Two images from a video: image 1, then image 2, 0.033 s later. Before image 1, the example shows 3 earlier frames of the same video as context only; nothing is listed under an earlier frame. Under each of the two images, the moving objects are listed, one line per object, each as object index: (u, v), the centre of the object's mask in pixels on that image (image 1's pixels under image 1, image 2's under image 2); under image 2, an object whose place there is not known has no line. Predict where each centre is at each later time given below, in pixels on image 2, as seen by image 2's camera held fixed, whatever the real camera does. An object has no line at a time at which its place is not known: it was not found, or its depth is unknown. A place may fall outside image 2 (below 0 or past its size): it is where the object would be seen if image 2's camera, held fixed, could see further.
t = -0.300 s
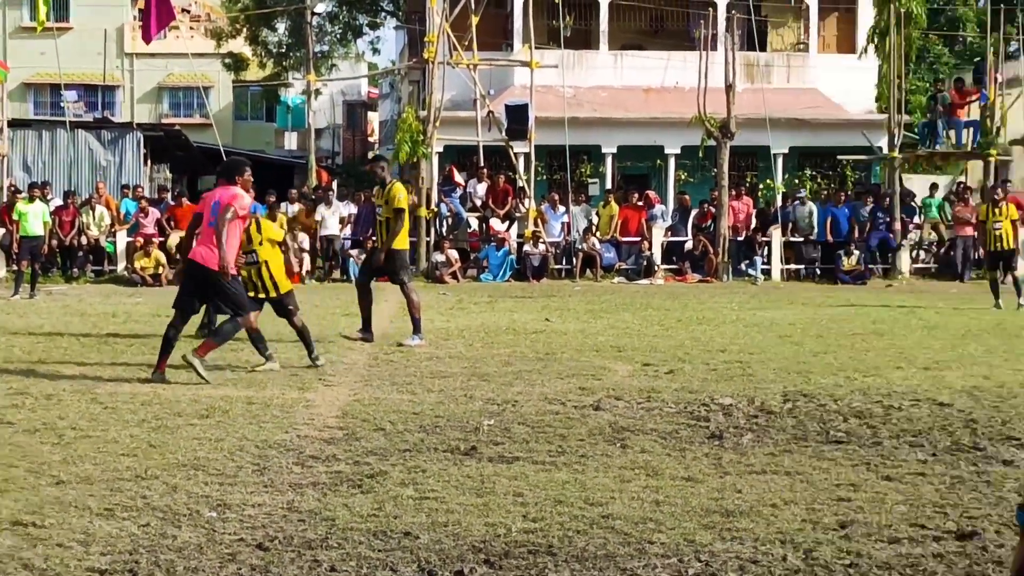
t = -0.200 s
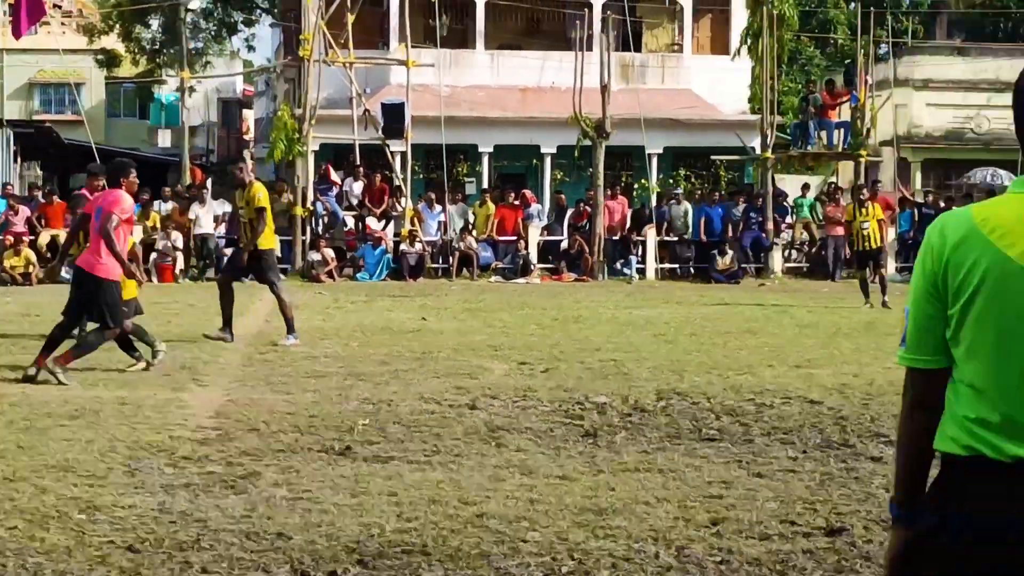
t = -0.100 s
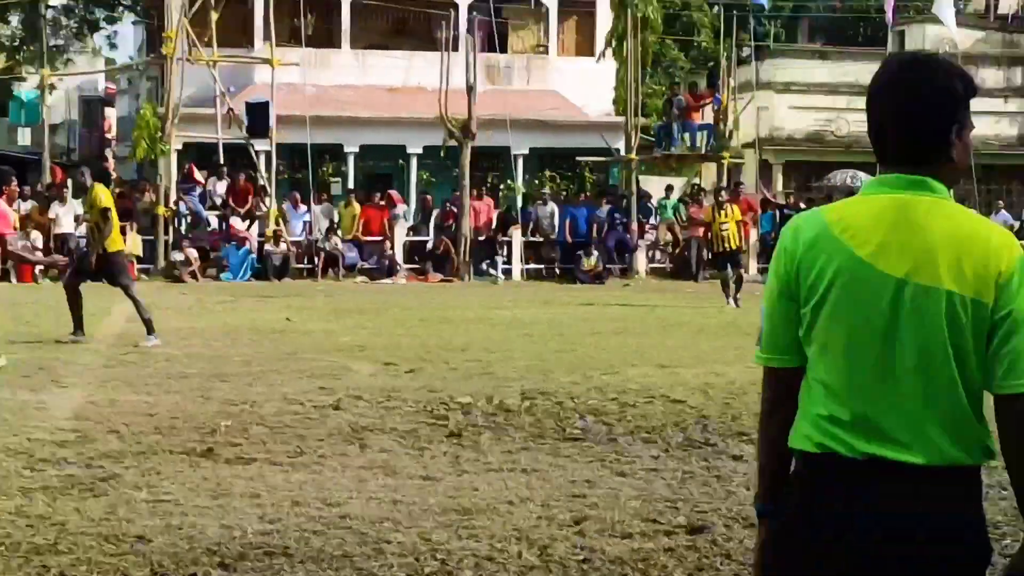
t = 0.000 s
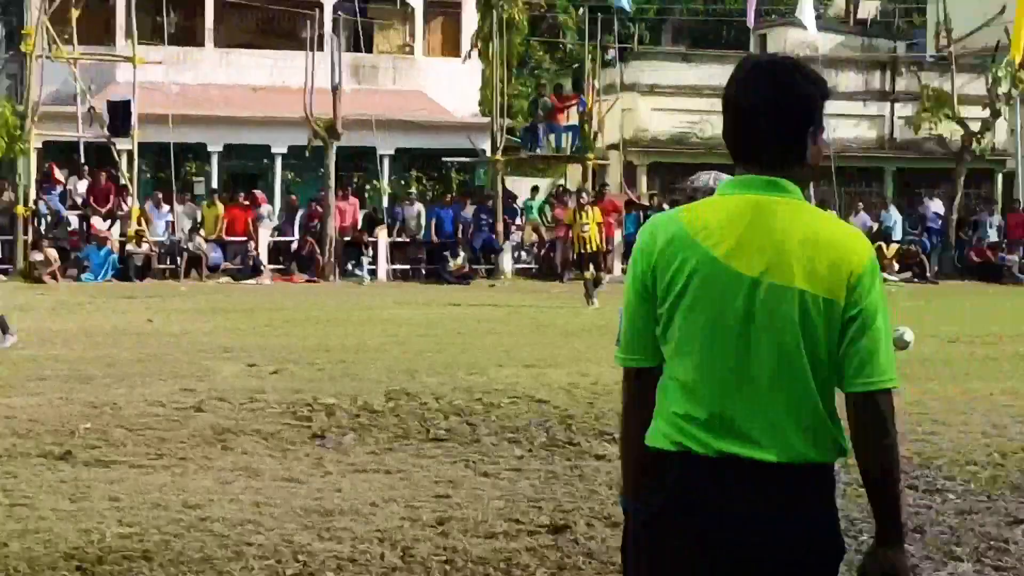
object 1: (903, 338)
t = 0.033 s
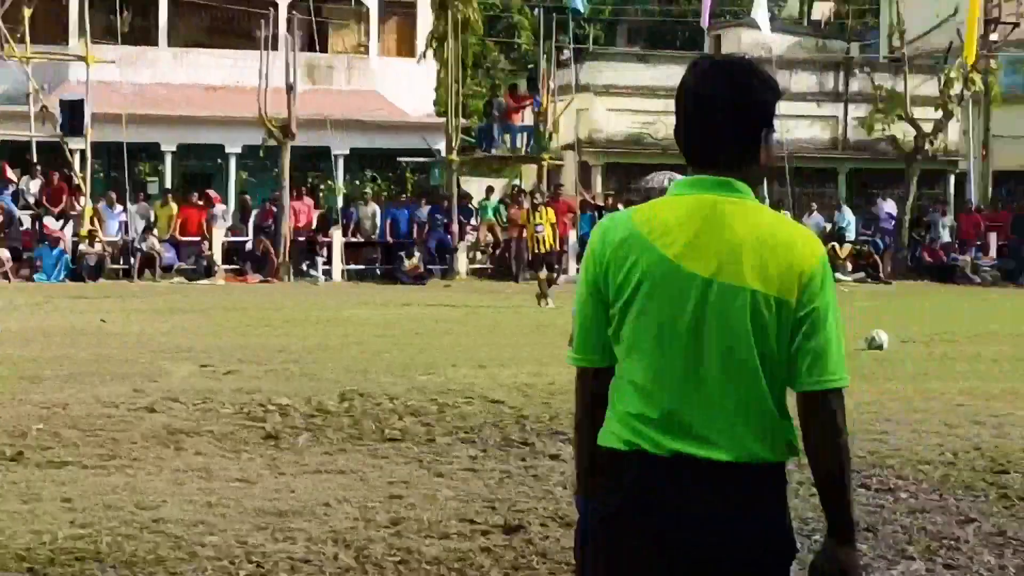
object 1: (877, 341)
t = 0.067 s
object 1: (885, 340)
